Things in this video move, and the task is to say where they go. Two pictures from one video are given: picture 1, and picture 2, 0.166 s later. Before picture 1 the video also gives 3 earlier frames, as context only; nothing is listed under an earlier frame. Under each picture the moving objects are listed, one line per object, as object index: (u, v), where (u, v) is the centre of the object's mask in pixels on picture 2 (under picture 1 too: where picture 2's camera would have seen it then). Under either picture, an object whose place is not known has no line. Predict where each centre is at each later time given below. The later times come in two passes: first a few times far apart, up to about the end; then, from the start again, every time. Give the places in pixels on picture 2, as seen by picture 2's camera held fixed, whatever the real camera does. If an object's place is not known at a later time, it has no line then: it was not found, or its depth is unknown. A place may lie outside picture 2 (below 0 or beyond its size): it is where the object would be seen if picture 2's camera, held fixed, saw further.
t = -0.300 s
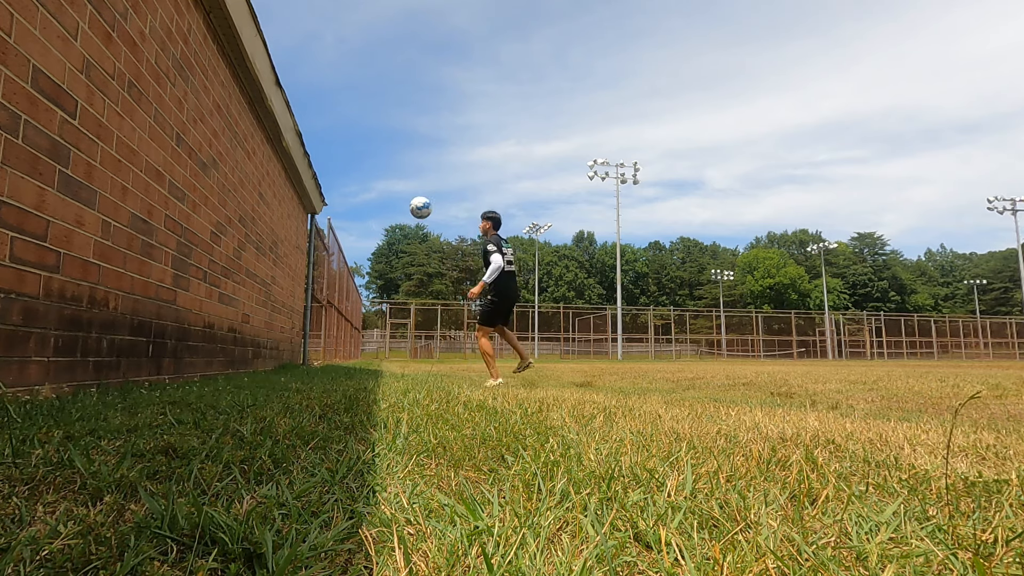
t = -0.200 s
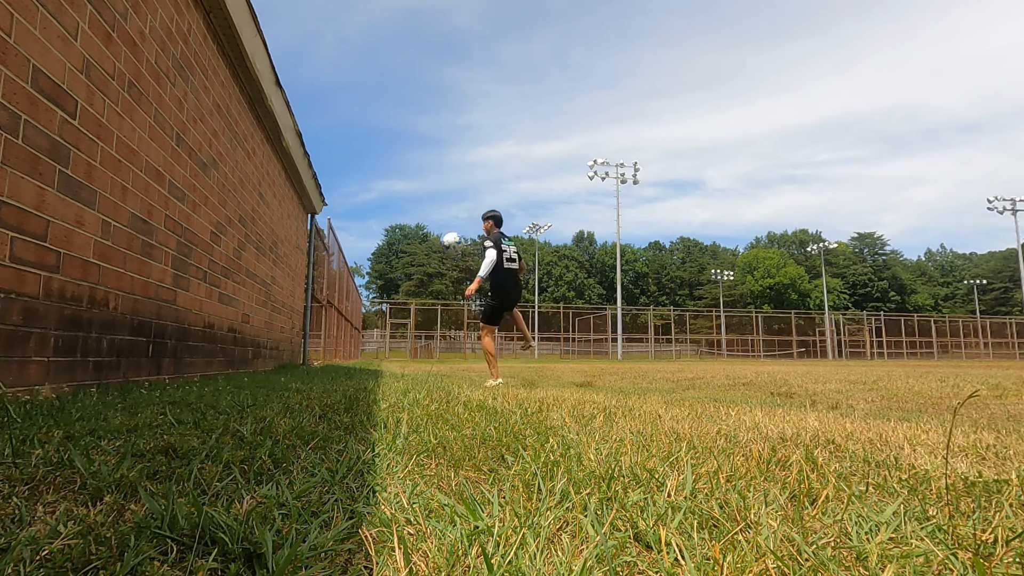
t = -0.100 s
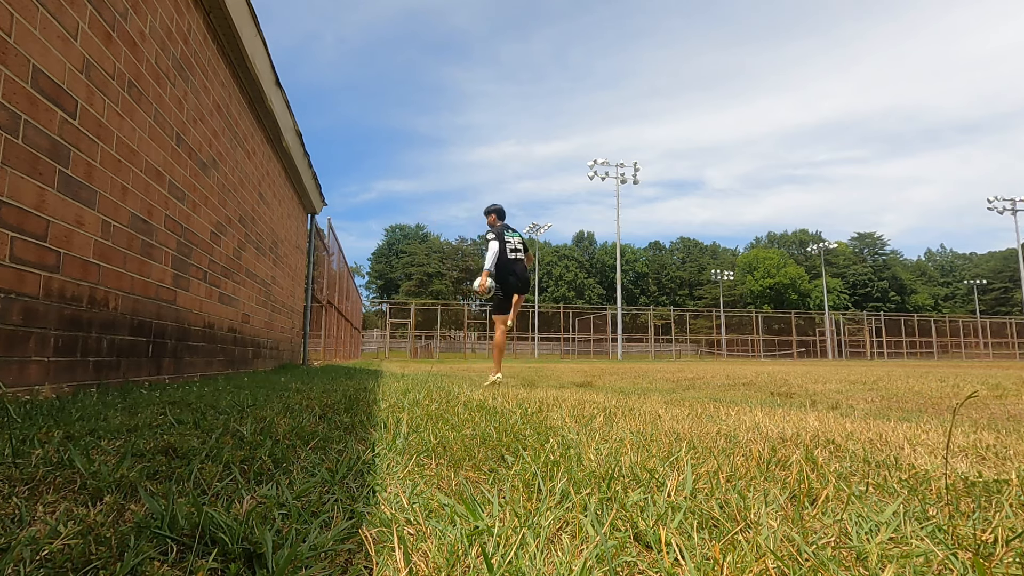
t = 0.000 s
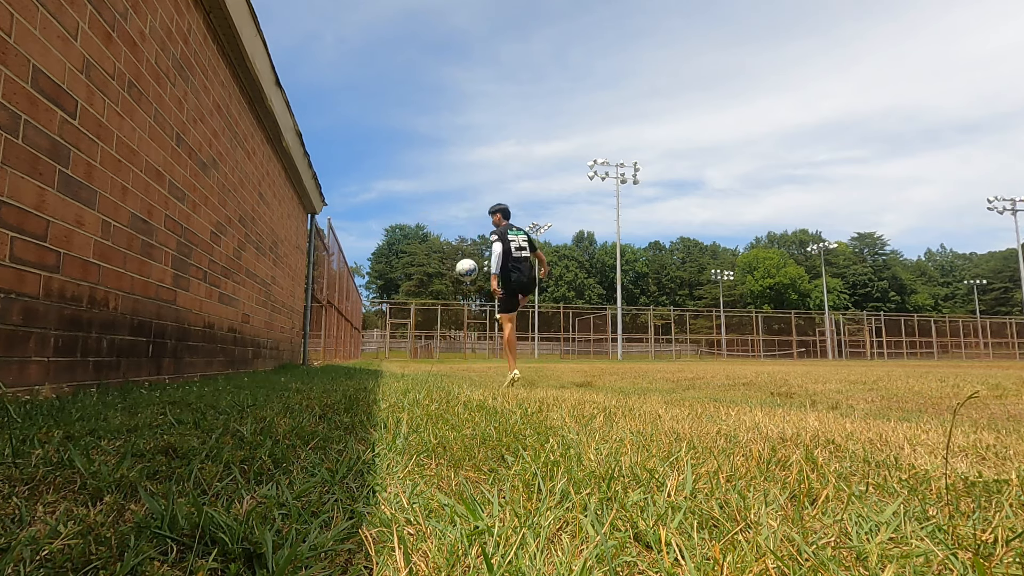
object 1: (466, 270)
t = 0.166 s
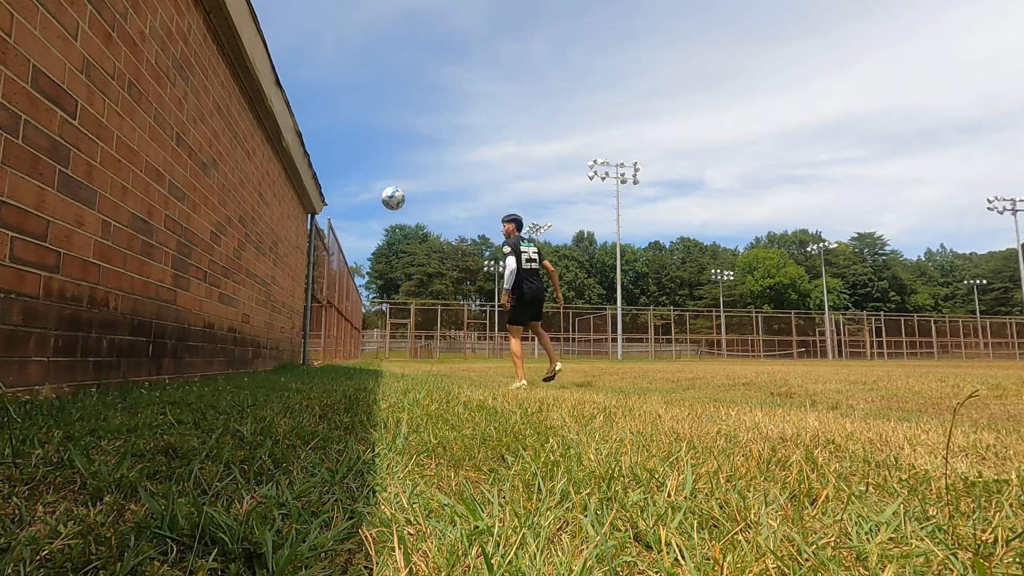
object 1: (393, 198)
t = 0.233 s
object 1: (361, 175)
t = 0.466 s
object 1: (275, 128)
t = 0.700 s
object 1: (380, 159)
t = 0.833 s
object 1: (438, 203)
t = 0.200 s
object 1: (377, 186)
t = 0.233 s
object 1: (361, 175)
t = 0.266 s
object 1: (345, 165)
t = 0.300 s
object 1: (328, 156)
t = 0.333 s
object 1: (311, 147)
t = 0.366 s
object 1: (293, 140)
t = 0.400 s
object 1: (275, 134)
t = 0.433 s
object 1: (259, 128)
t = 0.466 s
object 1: (275, 128)
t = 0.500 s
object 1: (290, 129)
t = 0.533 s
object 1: (306, 131)
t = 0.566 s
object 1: (321, 134)
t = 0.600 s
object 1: (336, 139)
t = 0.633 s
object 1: (350, 145)
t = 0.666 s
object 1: (365, 151)
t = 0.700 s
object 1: (380, 159)
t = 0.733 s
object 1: (395, 168)
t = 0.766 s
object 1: (409, 179)
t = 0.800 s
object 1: (424, 190)
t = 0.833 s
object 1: (438, 203)
